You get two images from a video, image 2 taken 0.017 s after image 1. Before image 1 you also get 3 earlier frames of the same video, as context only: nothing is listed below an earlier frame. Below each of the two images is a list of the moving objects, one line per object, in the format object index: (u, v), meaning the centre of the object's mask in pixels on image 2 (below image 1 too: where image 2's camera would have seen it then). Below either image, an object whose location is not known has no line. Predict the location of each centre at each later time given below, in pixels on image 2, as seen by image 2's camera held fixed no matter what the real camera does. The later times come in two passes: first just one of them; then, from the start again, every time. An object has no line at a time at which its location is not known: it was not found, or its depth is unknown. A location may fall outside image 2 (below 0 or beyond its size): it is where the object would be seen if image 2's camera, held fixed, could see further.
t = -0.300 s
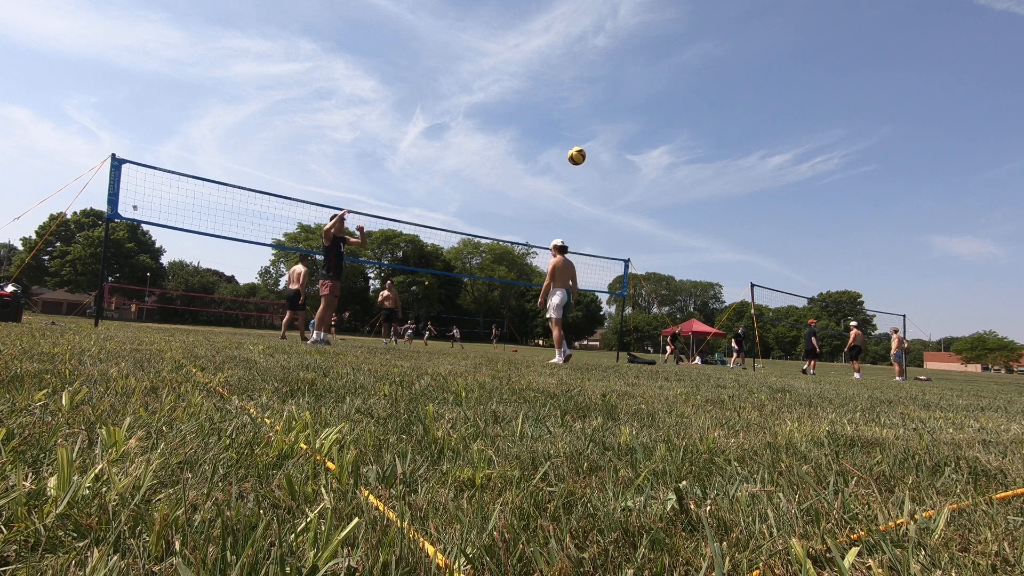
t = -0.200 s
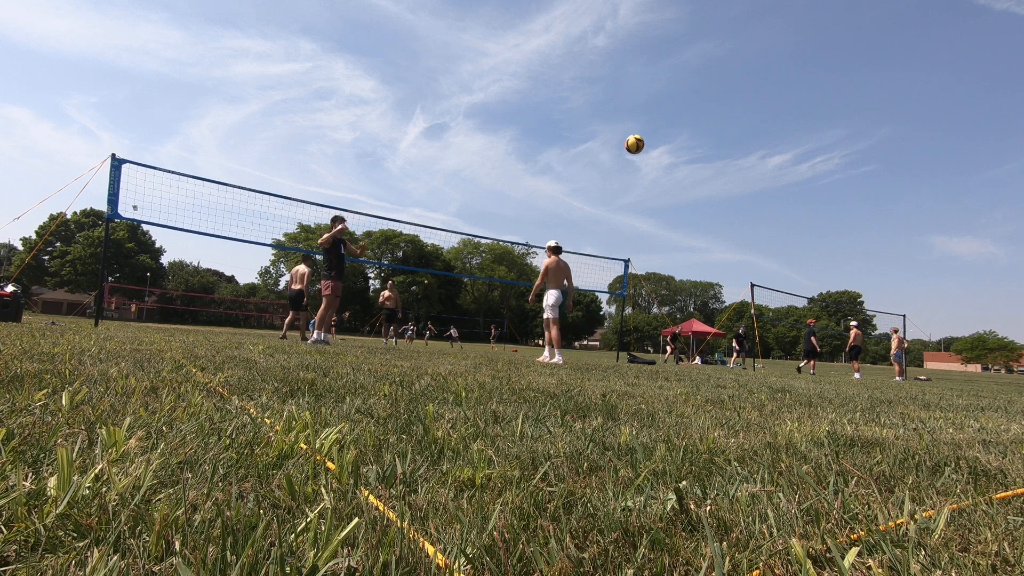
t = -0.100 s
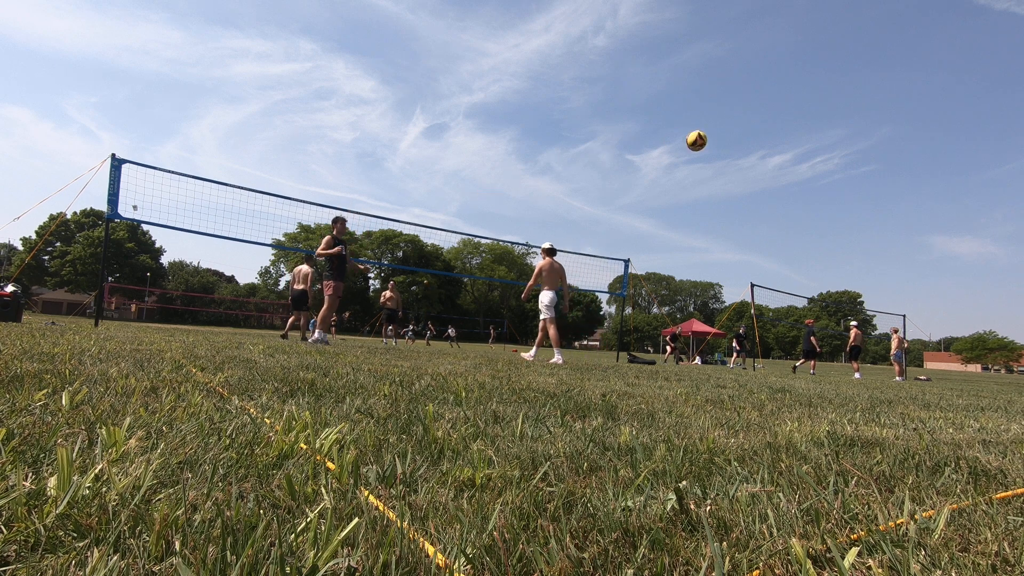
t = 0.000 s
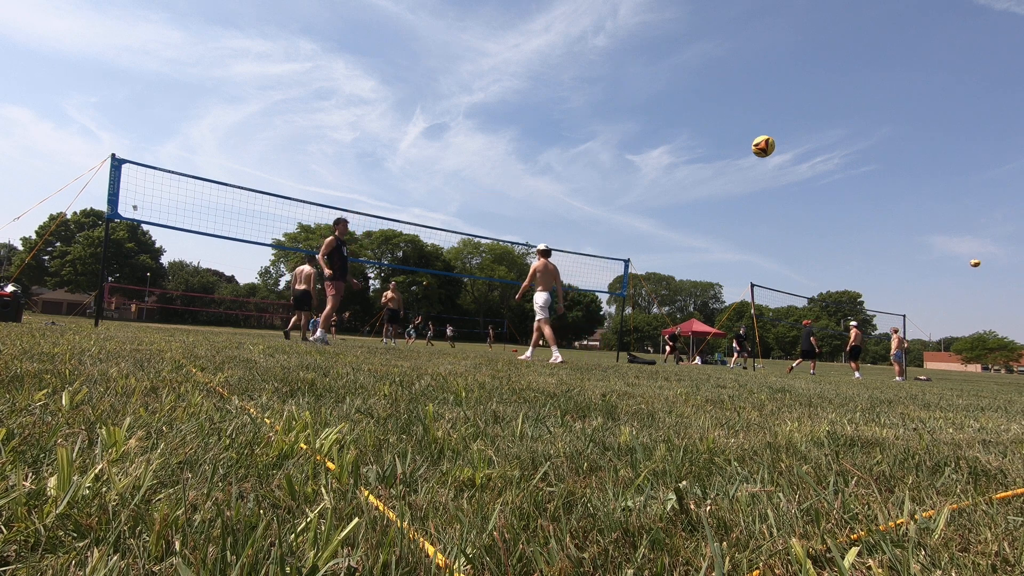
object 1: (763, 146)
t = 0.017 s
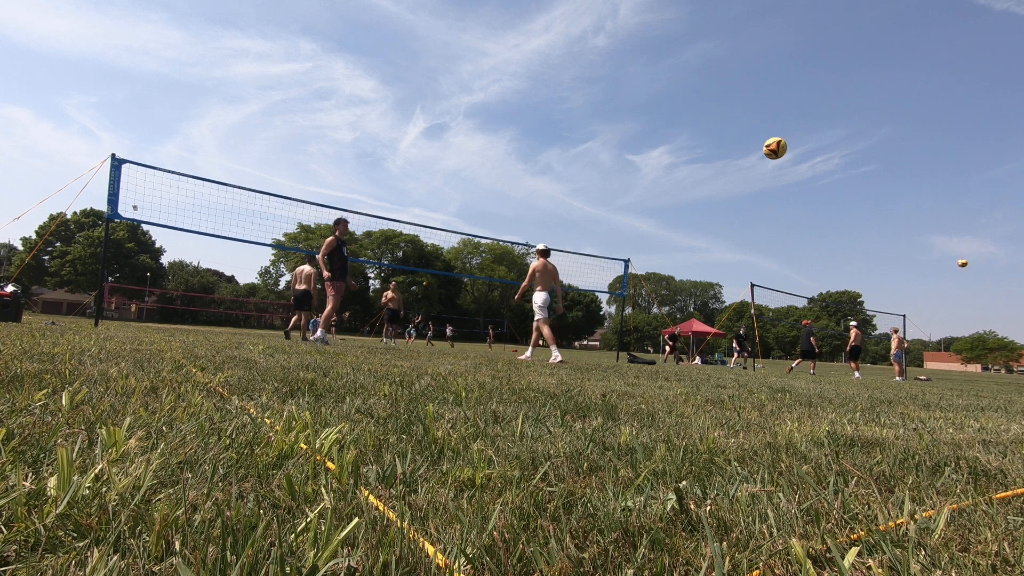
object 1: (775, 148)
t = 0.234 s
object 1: (944, 203)
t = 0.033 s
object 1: (787, 150)
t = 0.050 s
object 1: (799, 152)
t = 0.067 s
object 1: (811, 155)
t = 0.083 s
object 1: (823, 158)
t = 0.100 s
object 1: (836, 162)
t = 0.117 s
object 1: (849, 166)
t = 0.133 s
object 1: (862, 170)
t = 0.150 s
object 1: (875, 174)
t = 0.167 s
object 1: (888, 179)
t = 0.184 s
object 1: (902, 185)
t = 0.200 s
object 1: (916, 191)
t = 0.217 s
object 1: (930, 197)
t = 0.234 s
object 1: (944, 203)
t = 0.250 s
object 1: (958, 210)
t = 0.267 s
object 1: (973, 218)
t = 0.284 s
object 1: (988, 226)
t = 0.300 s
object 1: (1003, 234)
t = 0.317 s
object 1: (1014, 244)
